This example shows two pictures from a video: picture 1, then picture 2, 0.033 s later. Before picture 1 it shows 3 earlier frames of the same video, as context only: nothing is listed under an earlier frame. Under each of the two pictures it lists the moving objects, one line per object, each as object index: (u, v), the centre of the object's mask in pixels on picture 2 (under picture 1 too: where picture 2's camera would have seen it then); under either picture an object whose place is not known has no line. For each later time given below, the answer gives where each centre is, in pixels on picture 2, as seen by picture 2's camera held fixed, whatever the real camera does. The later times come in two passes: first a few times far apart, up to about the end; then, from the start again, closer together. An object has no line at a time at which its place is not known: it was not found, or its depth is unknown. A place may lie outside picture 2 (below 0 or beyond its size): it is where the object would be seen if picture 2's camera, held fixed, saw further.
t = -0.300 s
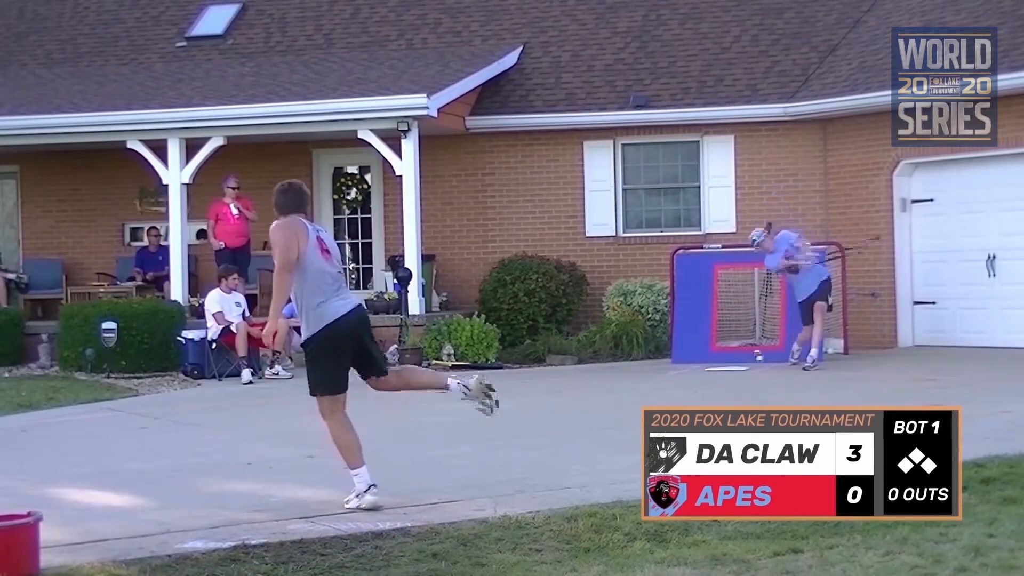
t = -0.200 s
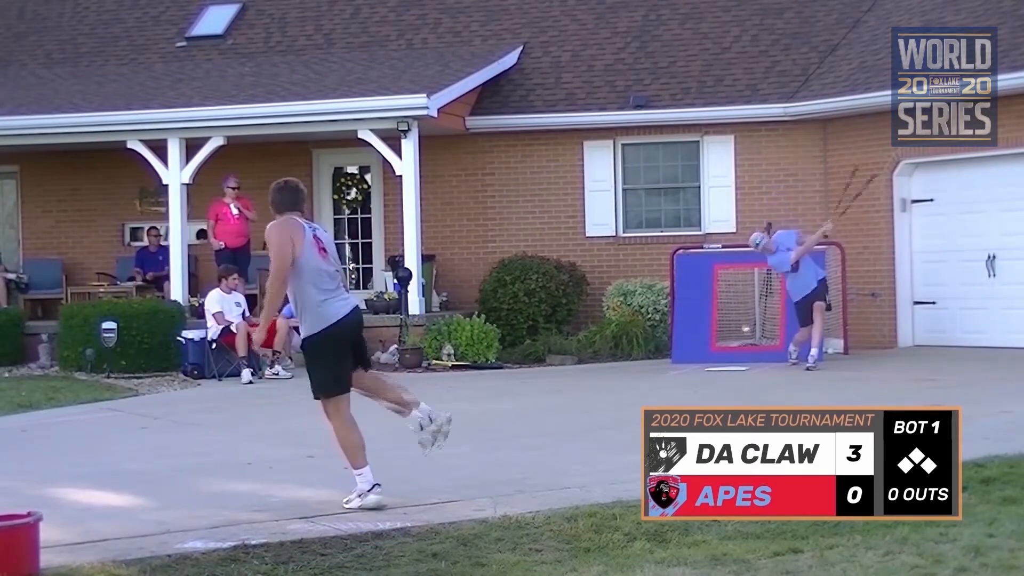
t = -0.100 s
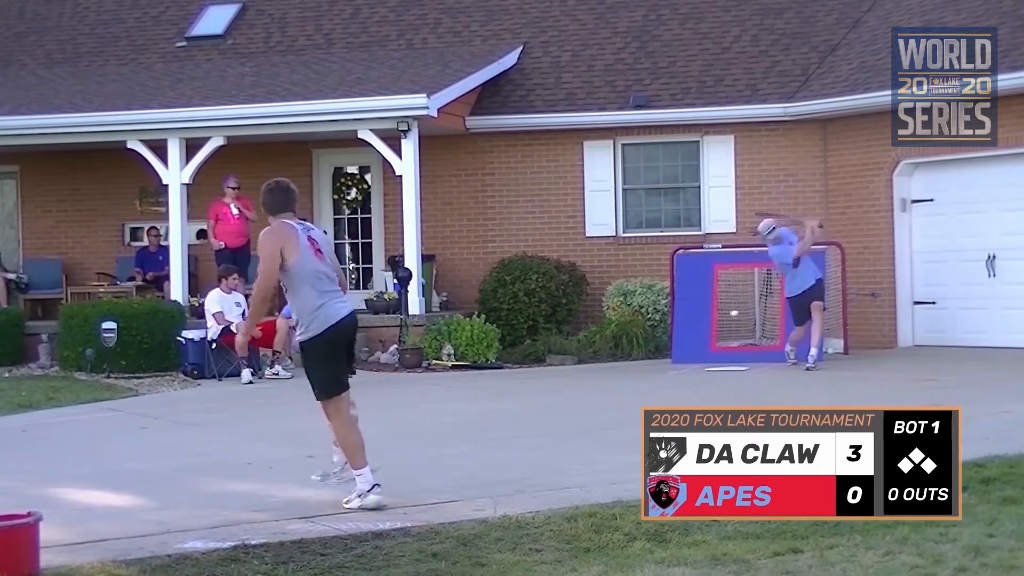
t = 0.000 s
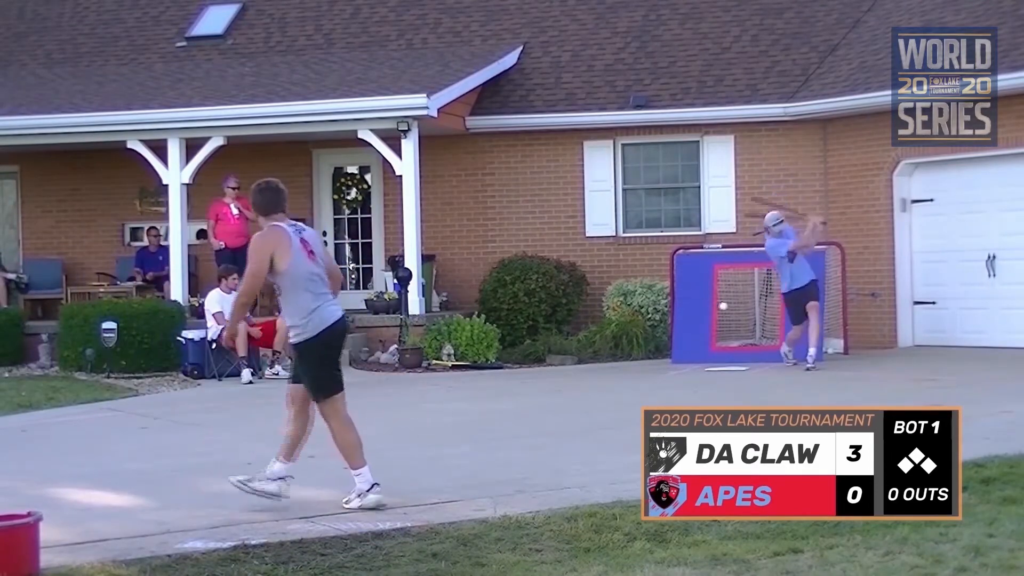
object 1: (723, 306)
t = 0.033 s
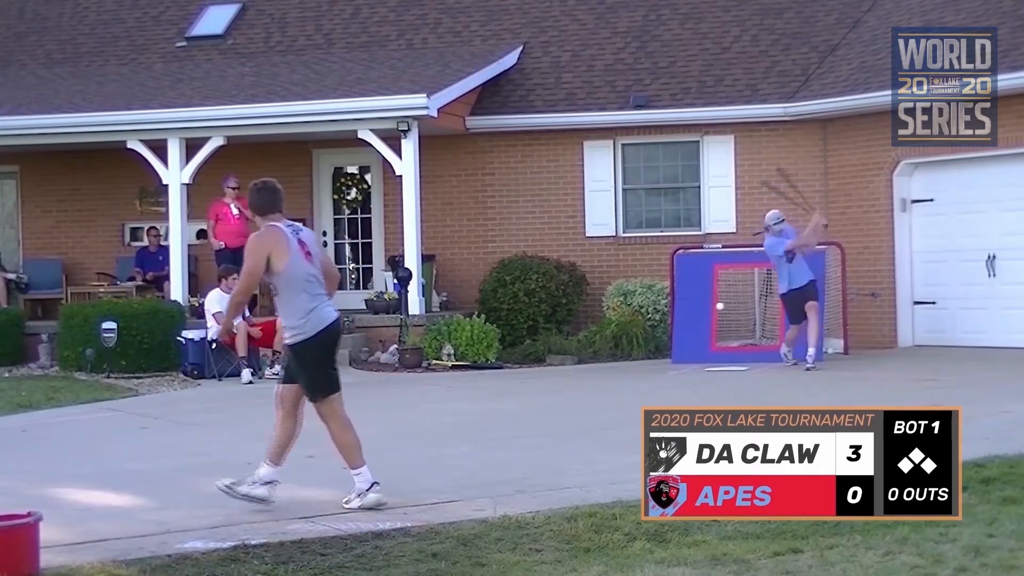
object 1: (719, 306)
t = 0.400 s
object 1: (682, 387)
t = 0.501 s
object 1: (674, 375)
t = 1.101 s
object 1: (633, 404)
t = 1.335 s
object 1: (619, 420)
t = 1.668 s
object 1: (602, 444)
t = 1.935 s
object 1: (588, 457)
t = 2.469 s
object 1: (559, 481)
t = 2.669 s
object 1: (547, 496)
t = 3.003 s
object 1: (530, 531)
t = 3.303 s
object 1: (523, 557)
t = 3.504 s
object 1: (525, 568)
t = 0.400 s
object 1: (682, 387)
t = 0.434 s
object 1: (679, 388)
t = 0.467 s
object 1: (676, 380)
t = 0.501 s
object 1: (674, 375)
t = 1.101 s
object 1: (633, 404)
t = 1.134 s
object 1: (630, 408)
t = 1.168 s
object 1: (629, 414)
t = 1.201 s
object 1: (627, 421)
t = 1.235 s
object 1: (625, 424)
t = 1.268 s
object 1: (623, 421)
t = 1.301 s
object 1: (621, 420)
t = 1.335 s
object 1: (619, 420)
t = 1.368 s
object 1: (617, 422)
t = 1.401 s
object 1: (615, 426)
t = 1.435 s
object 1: (614, 431)
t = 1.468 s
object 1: (612, 435)
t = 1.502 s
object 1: (610, 434)
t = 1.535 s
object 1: (608, 434)
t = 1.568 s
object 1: (607, 435)
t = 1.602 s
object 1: (605, 437)
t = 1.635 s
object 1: (603, 443)
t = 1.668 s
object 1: (602, 444)
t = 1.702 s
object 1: (600, 445)
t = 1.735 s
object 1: (598, 448)
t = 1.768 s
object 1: (597, 449)
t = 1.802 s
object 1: (595, 450)
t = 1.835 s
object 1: (593, 452)
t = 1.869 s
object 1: (591, 453)
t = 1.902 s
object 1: (589, 455)
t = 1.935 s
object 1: (588, 457)
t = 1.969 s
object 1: (586, 458)
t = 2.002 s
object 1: (584, 460)
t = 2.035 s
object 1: (582, 461)
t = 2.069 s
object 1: (580, 463)
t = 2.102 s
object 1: (578, 463)
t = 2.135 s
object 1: (577, 462)
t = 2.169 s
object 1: (575, 461)
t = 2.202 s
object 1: (573, 463)
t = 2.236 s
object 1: (572, 468)
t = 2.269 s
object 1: (570, 472)
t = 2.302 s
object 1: (568, 470)
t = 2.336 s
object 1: (566, 471)
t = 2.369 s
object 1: (564, 474)
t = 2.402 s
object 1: (562, 479)
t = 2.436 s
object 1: (560, 480)
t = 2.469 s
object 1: (559, 481)
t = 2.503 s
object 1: (557, 484)
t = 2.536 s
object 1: (555, 486)
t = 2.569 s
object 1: (553, 488)
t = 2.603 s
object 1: (551, 491)
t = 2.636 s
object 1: (549, 494)
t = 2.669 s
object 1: (547, 496)
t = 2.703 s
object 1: (545, 498)
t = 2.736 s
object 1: (543, 501)
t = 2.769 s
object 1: (541, 503)
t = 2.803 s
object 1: (539, 506)
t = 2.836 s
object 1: (537, 511)
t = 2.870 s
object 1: (535, 515)
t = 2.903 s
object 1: (534, 519)
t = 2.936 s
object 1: (532, 522)
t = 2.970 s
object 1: (531, 527)
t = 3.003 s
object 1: (530, 531)
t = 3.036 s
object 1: (529, 536)
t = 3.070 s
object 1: (528, 540)
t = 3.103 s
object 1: (526, 542)
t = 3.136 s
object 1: (526, 541)
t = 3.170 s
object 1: (525, 542)
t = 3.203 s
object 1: (524, 546)
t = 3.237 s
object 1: (523, 552)
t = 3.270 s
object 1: (523, 558)
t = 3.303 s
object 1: (523, 557)
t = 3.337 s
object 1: (523, 557)
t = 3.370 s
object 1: (523, 558)
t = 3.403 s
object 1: (523, 562)
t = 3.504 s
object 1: (525, 568)
